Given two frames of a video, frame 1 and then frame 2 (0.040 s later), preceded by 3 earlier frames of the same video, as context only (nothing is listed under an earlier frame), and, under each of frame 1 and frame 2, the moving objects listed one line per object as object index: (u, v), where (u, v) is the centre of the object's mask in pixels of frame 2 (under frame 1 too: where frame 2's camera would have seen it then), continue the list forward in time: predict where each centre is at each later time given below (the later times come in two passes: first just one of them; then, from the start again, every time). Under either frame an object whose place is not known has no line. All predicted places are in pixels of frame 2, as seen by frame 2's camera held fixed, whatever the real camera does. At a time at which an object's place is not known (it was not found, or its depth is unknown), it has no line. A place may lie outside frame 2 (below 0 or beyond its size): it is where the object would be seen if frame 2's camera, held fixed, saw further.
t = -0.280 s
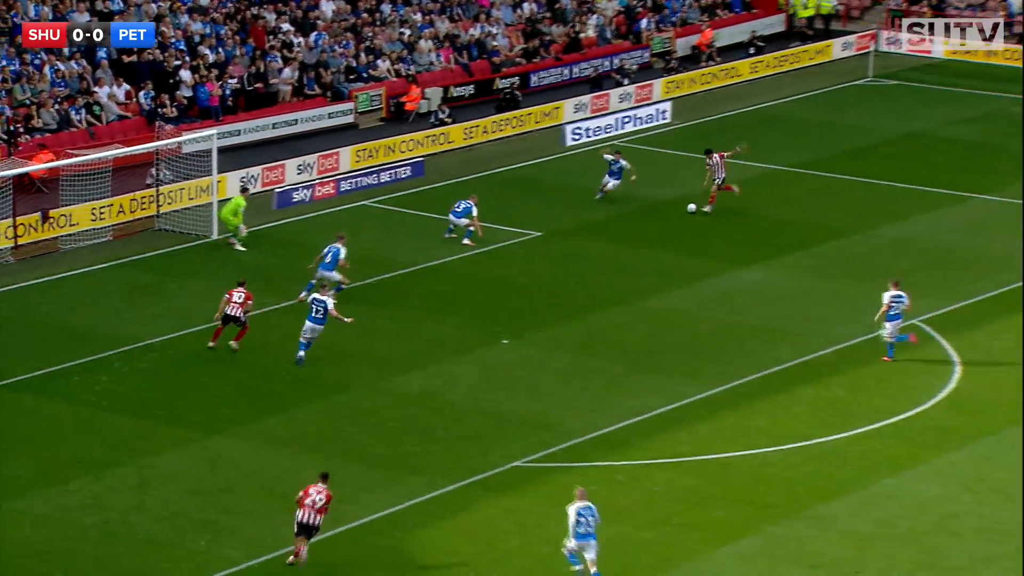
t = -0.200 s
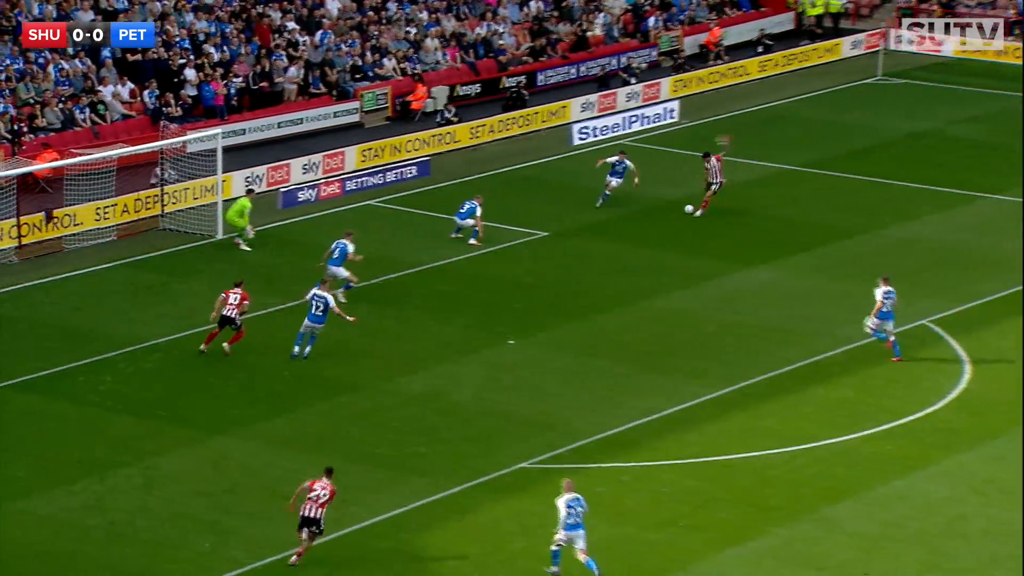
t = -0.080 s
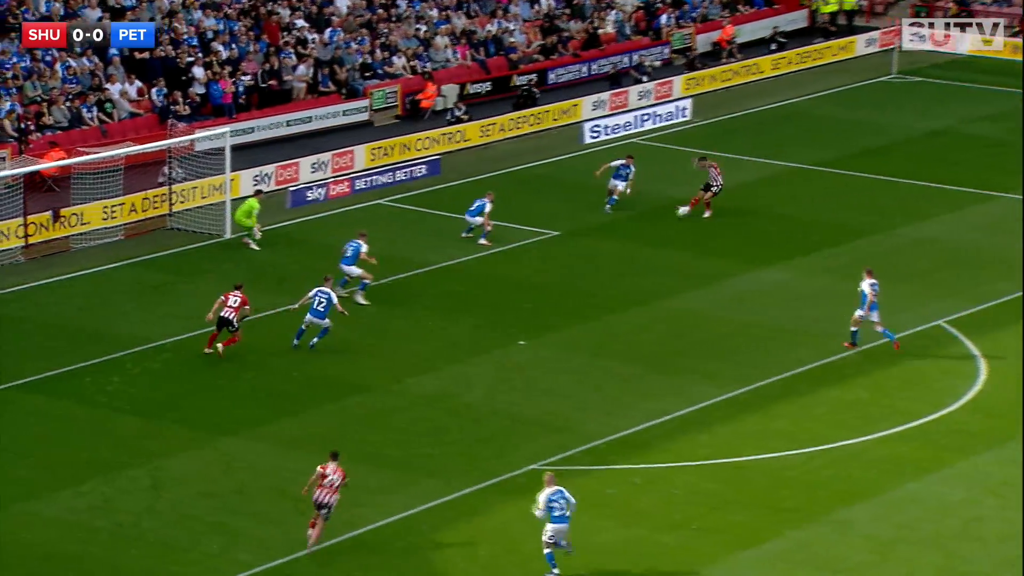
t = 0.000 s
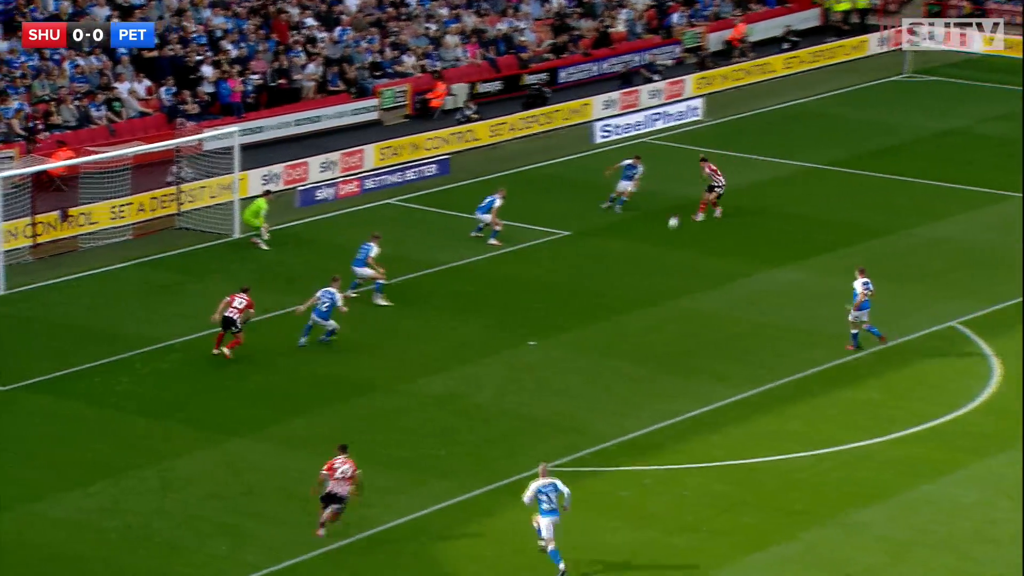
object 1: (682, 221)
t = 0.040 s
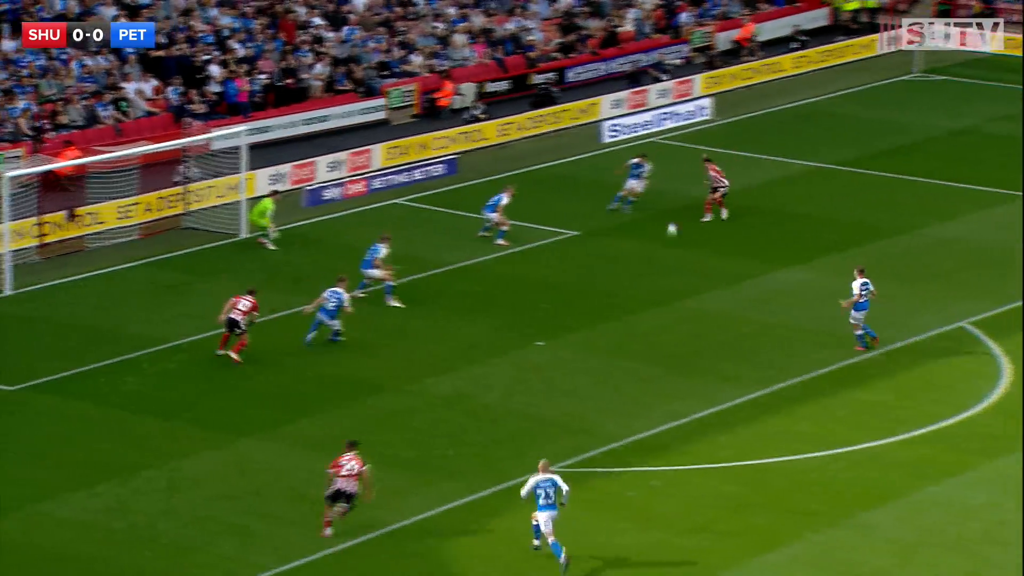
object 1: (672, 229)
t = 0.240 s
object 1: (627, 277)
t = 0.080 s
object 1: (662, 236)
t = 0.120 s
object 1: (653, 245)
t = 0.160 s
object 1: (644, 256)
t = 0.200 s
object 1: (636, 267)
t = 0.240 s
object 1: (627, 277)
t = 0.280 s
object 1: (620, 284)
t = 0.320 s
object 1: (613, 290)
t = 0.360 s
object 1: (606, 297)
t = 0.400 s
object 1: (599, 305)
